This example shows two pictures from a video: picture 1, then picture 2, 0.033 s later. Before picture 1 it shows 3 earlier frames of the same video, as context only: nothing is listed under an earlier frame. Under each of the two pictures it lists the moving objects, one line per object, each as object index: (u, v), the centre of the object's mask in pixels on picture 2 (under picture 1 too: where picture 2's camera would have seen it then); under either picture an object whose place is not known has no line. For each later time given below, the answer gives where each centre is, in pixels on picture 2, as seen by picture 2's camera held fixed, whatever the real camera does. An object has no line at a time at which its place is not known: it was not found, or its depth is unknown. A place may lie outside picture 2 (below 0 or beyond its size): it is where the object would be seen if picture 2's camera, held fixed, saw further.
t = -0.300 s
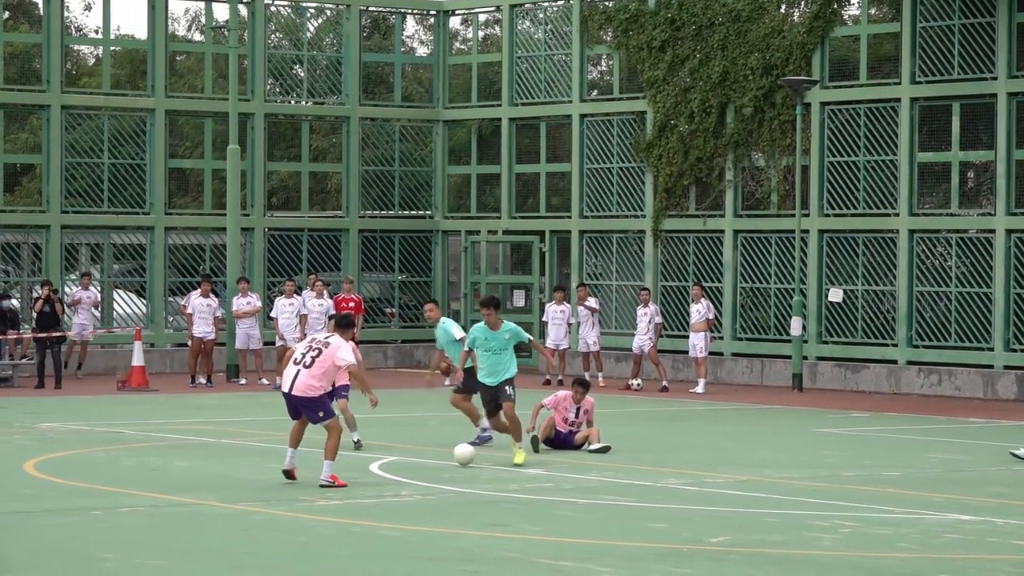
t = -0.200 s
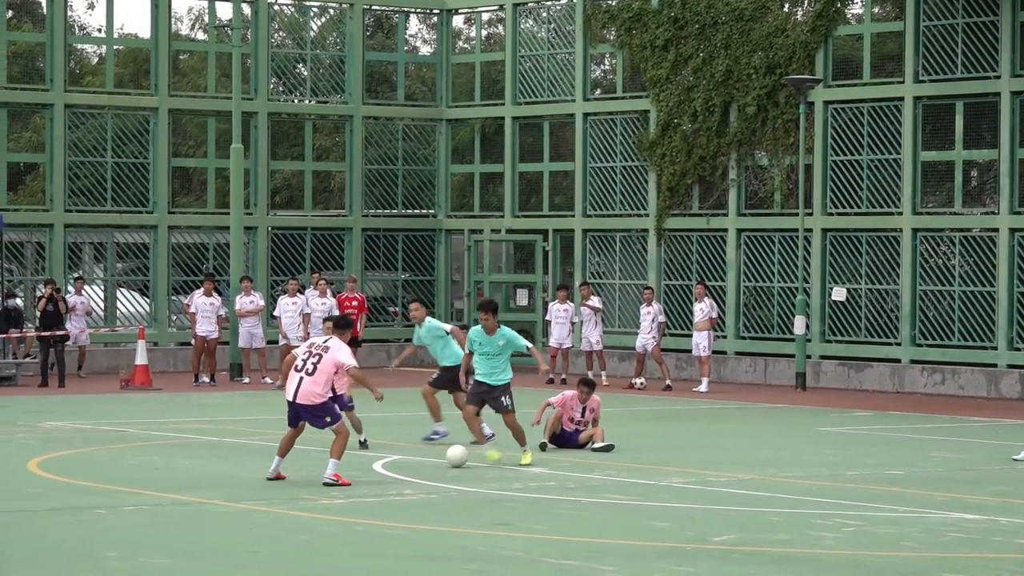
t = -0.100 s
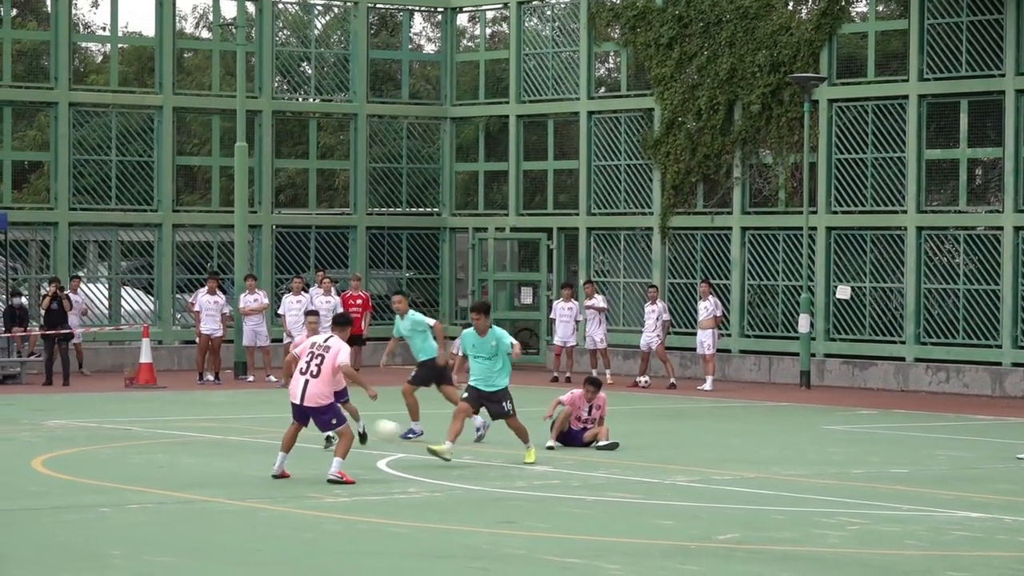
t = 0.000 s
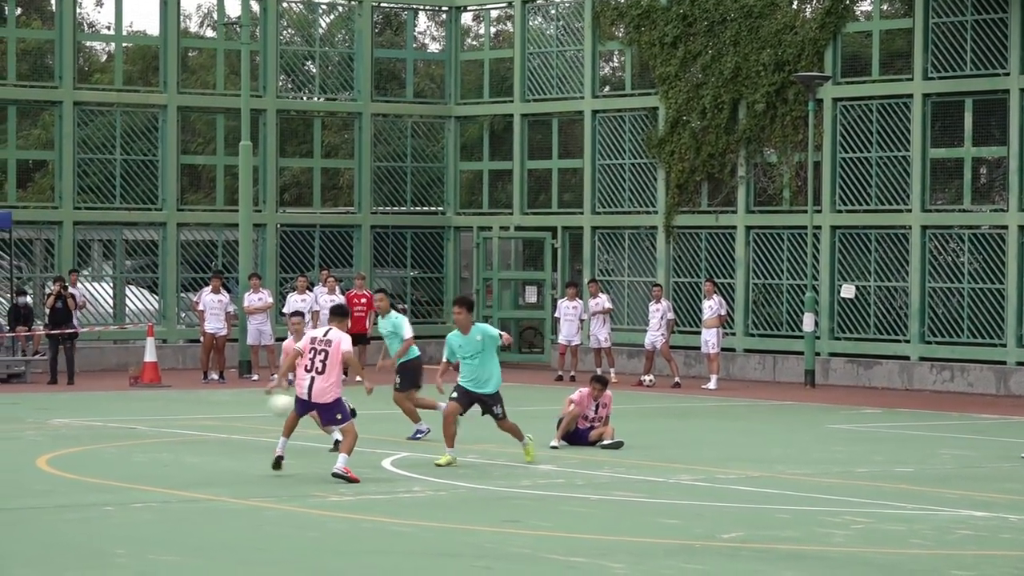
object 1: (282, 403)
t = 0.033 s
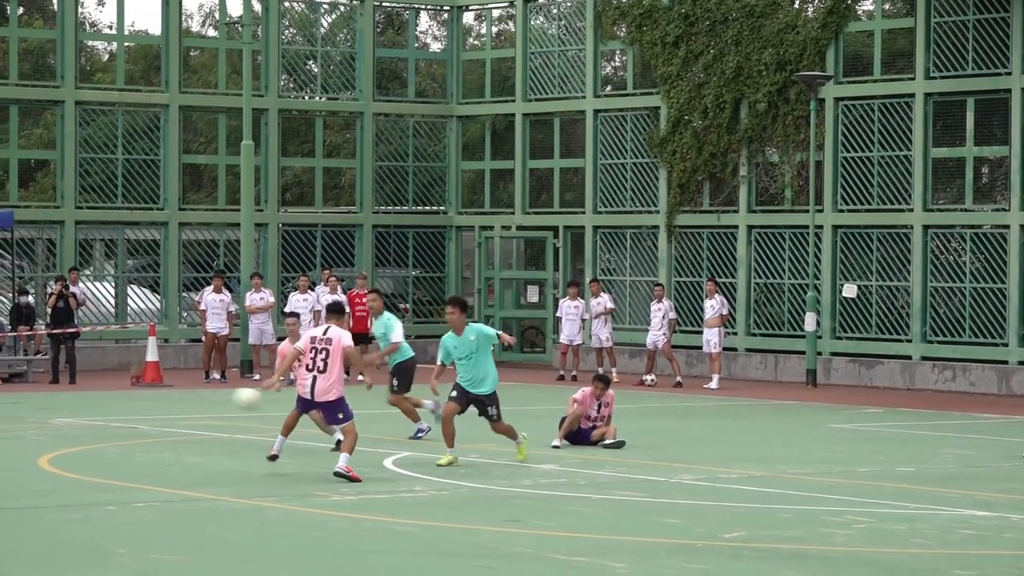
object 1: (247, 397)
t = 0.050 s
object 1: (227, 394)
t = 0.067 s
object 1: (209, 392)
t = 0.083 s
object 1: (190, 391)
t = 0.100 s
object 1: (173, 389)
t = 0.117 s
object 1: (153, 388)
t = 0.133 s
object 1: (133, 386)
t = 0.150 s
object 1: (114, 386)
